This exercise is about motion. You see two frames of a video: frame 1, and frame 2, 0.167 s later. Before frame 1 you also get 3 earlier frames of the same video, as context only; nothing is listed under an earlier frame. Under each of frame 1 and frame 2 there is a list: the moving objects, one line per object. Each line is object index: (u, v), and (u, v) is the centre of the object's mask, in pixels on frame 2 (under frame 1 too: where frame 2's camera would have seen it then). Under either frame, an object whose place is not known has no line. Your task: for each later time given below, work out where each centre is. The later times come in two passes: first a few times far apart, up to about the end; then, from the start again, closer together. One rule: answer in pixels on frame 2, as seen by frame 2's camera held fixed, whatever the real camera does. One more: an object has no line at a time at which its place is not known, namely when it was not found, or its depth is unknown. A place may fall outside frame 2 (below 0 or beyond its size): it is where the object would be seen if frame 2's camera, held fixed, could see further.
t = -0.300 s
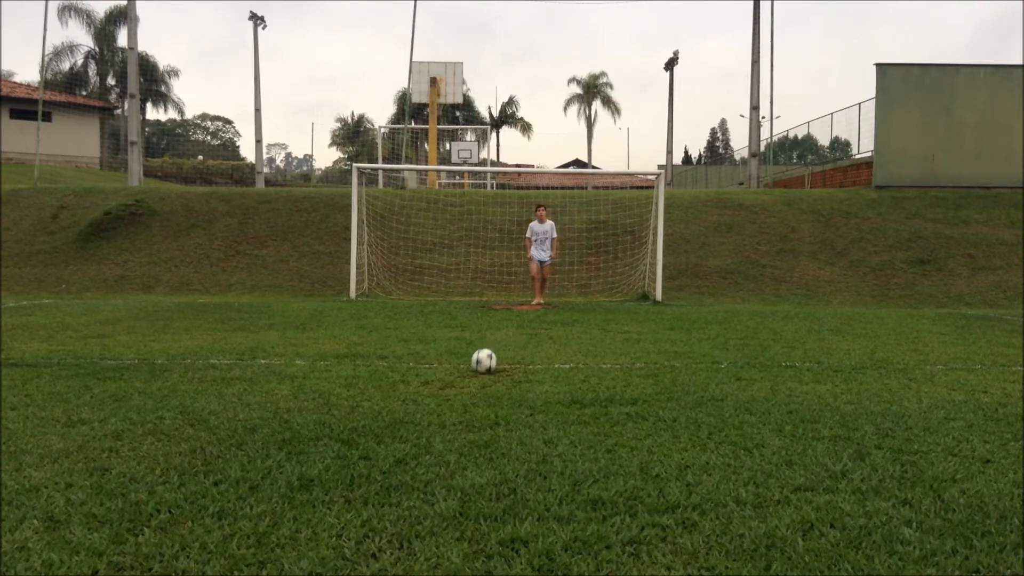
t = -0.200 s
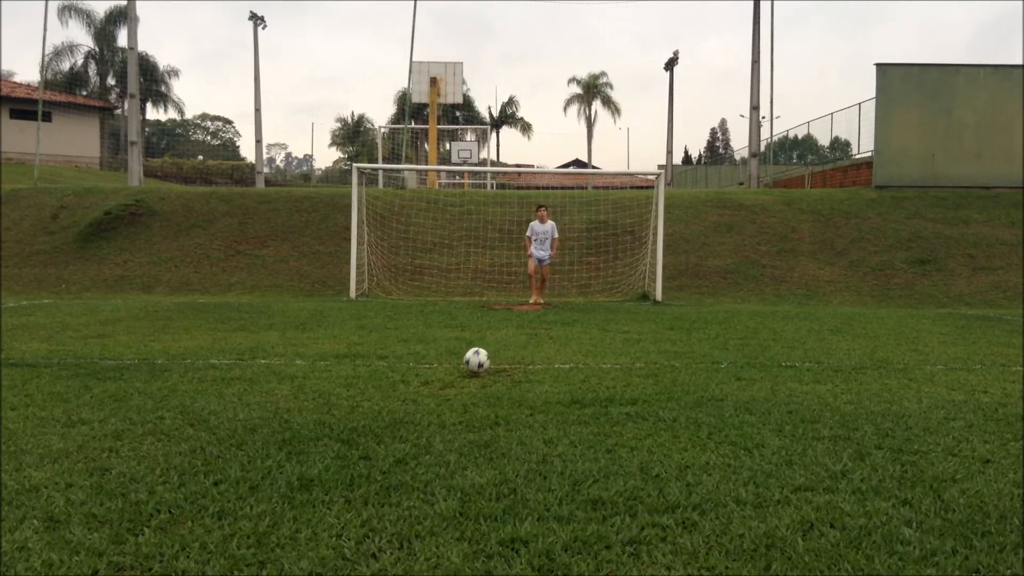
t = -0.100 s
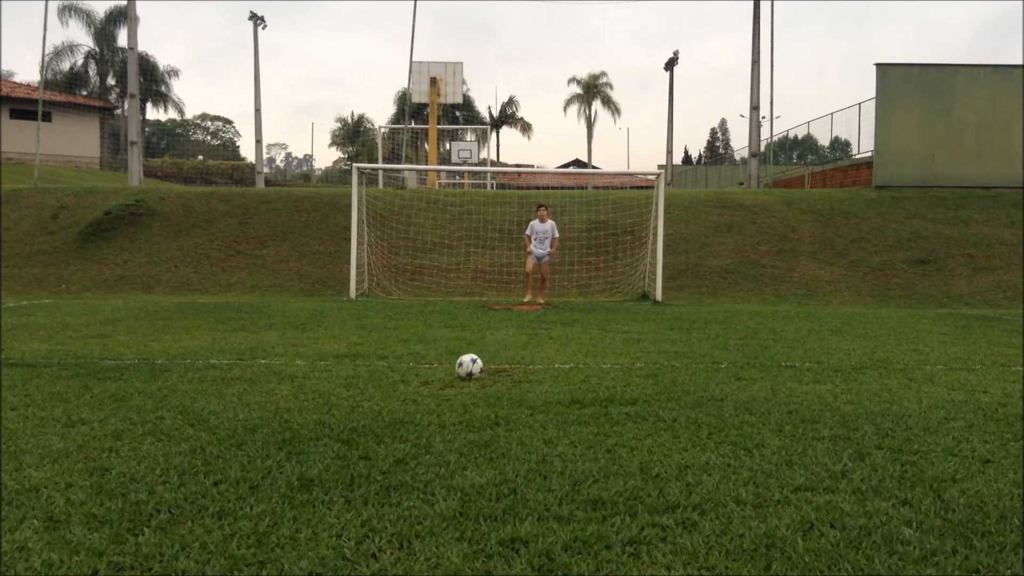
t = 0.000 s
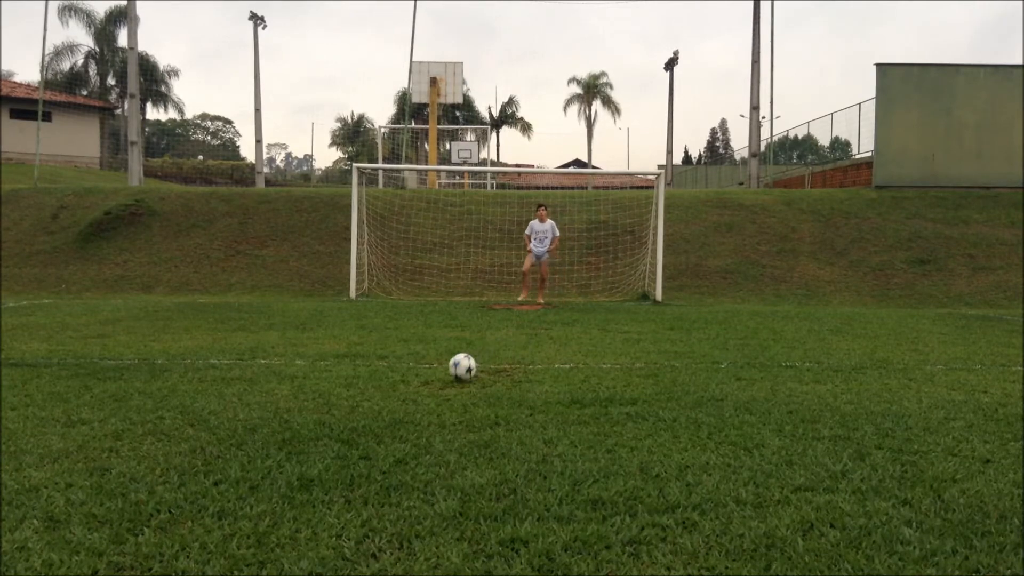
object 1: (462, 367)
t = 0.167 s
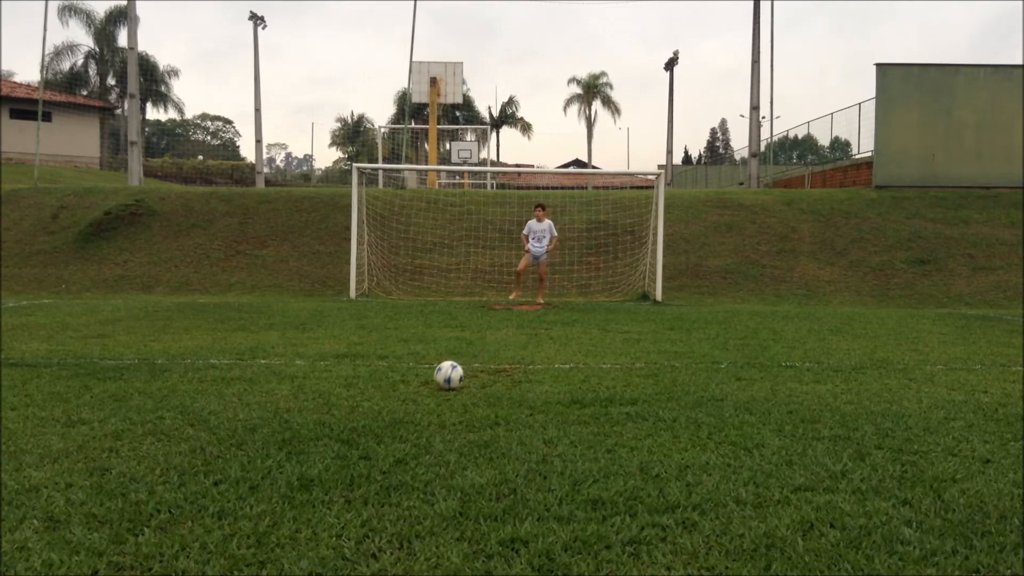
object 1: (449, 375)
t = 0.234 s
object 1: (442, 377)
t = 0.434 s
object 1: (424, 385)
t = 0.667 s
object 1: (403, 394)
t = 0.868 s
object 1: (385, 404)
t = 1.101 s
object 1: (364, 414)
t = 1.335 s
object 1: (346, 421)
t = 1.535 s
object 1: (333, 428)
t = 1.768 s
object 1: (323, 436)
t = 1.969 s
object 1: (314, 440)
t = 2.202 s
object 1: (309, 445)
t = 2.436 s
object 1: (305, 446)
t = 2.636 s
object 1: (301, 447)
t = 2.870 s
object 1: (300, 447)
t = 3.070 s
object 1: (300, 447)
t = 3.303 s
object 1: (300, 447)
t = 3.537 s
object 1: (300, 447)
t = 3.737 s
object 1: (300, 447)
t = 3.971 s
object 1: (300, 447)
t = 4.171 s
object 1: (300, 447)
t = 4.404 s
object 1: (300, 447)
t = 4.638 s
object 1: (300, 447)
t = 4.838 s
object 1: (300, 447)
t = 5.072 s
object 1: (300, 447)
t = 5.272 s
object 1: (300, 447)
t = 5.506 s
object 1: (300, 447)
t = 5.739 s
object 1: (300, 447)
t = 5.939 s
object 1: (300, 447)
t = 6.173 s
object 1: (300, 447)
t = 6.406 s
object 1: (300, 447)
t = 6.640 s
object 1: (300, 447)
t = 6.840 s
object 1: (300, 447)
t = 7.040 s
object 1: (300, 447)
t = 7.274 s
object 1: (300, 447)
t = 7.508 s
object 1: (300, 447)
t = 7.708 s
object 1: (300, 447)
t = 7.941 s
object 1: (300, 447)
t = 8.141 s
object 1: (300, 447)
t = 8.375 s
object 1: (300, 447)
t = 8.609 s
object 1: (300, 447)
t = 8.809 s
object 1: (300, 447)
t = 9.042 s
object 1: (300, 447)
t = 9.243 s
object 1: (300, 447)
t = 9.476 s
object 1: (300, 447)
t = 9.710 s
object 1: (300, 447)
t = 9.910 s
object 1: (300, 447)
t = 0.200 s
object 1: (445, 378)
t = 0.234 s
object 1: (442, 377)
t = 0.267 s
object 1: (439, 377)
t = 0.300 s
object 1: (437, 378)
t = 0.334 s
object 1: (433, 381)
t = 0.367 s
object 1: (430, 384)
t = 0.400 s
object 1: (427, 385)
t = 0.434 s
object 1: (424, 385)
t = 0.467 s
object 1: (421, 387)
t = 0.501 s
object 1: (418, 388)
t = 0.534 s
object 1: (415, 390)
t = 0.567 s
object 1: (411, 391)
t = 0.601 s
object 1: (409, 392)
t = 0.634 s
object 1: (405, 393)
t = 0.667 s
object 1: (403, 394)
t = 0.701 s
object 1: (400, 397)
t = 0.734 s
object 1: (397, 398)
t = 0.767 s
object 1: (394, 400)
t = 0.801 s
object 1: (391, 401)
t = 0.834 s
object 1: (388, 403)
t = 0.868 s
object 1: (385, 404)
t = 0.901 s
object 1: (382, 405)
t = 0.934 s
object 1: (379, 407)
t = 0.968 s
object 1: (375, 409)
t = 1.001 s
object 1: (373, 410)
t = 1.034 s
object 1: (370, 411)
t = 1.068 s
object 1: (367, 412)
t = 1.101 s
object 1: (364, 414)
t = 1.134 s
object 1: (362, 416)
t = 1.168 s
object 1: (359, 417)
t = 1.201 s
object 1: (356, 418)
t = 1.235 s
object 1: (353, 420)
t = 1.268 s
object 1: (350, 420)
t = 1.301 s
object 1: (348, 421)
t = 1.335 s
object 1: (346, 421)
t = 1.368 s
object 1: (343, 423)
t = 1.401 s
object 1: (341, 425)
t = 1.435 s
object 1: (339, 425)
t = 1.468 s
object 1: (337, 425)
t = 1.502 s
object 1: (335, 426)
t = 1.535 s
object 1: (333, 428)
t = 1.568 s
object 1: (332, 429)
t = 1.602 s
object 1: (330, 431)
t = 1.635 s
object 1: (329, 432)
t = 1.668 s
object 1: (328, 433)
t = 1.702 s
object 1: (326, 433)
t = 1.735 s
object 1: (324, 434)
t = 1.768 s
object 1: (323, 436)
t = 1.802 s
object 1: (321, 437)
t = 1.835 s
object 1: (320, 437)
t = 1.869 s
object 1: (319, 437)
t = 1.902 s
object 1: (317, 438)
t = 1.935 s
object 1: (316, 440)
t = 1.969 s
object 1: (314, 440)
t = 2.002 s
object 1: (313, 441)
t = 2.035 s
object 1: (312, 441)
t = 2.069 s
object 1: (312, 443)
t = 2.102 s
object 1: (311, 444)
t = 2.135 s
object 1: (311, 444)
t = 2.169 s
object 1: (310, 444)
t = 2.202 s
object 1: (309, 445)
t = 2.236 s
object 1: (309, 445)
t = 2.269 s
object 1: (308, 445)
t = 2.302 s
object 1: (308, 446)
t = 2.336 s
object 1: (307, 446)
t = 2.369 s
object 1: (306, 446)
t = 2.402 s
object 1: (306, 446)
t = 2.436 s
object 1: (305, 446)
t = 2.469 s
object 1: (304, 446)
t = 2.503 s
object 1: (304, 447)
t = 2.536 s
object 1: (303, 447)
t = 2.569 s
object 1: (302, 447)
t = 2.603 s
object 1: (302, 447)
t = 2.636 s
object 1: (301, 447)
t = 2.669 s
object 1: (301, 447)
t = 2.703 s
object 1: (300, 447)
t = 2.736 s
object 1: (300, 447)
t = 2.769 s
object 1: (300, 447)
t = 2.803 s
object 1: (300, 447)
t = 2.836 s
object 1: (300, 447)
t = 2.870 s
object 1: (300, 447)
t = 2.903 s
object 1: (300, 447)
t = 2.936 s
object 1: (300, 447)
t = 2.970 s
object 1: (300, 447)
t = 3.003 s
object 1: (300, 447)
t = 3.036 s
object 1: (300, 447)
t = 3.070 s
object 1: (300, 447)
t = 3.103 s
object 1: (300, 447)
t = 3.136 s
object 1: (300, 447)
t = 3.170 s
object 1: (300, 447)
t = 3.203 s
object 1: (300, 447)
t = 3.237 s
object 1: (300, 447)
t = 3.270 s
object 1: (300, 447)
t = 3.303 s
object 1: (300, 447)
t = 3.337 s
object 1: (300, 447)
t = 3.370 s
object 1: (300, 447)
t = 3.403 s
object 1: (300, 447)
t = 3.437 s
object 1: (300, 447)
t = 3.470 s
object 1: (300, 447)
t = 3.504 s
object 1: (300, 447)
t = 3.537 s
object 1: (300, 447)
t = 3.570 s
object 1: (300, 447)
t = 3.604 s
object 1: (300, 447)
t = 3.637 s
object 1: (300, 447)
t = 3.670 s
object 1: (300, 447)
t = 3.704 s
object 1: (300, 447)
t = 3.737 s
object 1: (300, 447)
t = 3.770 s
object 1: (300, 447)
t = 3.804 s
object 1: (300, 447)
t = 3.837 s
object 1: (300, 447)
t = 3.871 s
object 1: (300, 447)
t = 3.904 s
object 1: (300, 447)
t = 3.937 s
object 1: (300, 447)
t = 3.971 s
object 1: (300, 447)
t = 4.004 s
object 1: (300, 447)
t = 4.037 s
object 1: (300, 447)
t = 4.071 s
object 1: (300, 447)
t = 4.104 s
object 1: (300, 447)
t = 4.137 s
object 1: (300, 447)
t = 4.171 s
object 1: (300, 447)
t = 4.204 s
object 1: (300, 447)
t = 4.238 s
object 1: (300, 447)
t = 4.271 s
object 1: (300, 447)
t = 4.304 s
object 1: (300, 447)
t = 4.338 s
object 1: (300, 447)
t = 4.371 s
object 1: (300, 447)
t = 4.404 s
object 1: (300, 447)
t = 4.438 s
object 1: (300, 447)
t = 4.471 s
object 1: (300, 447)
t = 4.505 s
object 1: (300, 447)
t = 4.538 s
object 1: (300, 447)
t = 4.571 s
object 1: (300, 447)
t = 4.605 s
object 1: (300, 447)
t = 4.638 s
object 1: (300, 447)
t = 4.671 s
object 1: (300, 447)
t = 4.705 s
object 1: (300, 447)
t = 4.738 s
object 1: (300, 447)
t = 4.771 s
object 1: (300, 447)
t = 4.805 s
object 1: (300, 447)
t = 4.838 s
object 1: (300, 447)
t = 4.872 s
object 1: (300, 447)
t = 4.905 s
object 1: (300, 447)
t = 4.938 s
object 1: (300, 447)
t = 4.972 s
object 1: (300, 447)
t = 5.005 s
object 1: (300, 447)
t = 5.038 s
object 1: (300, 447)
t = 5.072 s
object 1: (300, 447)
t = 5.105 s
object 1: (300, 447)
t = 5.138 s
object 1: (300, 447)
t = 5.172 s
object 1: (300, 447)
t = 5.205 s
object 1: (300, 447)
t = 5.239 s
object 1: (300, 447)
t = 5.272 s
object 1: (300, 447)
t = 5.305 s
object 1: (300, 447)
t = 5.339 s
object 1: (300, 447)
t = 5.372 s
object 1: (300, 447)
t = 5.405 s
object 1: (300, 447)
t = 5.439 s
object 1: (300, 447)
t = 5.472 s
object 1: (300, 447)
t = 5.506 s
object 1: (300, 447)
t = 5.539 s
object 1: (300, 447)
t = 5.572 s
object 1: (300, 447)
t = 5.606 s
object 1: (300, 447)
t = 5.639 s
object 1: (300, 447)
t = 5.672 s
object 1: (300, 447)
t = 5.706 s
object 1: (300, 447)
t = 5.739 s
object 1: (300, 447)
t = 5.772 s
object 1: (300, 447)
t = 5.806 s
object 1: (300, 447)
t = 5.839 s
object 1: (300, 447)
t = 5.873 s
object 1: (300, 447)
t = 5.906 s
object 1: (300, 447)
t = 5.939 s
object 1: (300, 447)
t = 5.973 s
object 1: (300, 447)
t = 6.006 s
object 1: (300, 447)
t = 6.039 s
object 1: (300, 447)
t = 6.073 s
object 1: (300, 447)
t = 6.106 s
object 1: (300, 447)
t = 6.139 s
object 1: (300, 447)
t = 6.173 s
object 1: (300, 447)
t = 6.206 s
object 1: (300, 447)
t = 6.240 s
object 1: (300, 447)
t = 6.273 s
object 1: (300, 447)
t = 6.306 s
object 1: (300, 447)
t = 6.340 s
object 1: (300, 447)
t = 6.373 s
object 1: (300, 447)
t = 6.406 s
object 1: (300, 447)
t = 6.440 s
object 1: (300, 447)
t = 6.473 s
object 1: (300, 447)
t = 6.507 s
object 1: (300, 447)
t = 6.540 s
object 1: (300, 447)
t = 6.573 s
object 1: (300, 447)
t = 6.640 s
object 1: (300, 447)
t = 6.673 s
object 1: (300, 447)
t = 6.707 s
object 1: (300, 447)
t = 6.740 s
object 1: (300, 447)
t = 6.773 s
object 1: (300, 447)
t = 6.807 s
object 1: (300, 447)
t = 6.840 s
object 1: (300, 447)
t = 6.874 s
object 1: (300, 447)
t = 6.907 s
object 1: (300, 447)
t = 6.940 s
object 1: (300, 447)
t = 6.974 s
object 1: (300, 447)
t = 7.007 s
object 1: (300, 447)
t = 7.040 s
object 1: (300, 447)
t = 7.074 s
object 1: (300, 447)
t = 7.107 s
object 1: (300, 447)
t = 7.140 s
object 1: (300, 447)
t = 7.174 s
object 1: (300, 447)
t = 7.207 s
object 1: (300, 447)
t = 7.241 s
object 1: (300, 447)
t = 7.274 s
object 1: (300, 447)
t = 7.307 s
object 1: (300, 447)
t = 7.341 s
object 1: (300, 447)
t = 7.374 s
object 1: (300, 447)
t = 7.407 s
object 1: (300, 447)
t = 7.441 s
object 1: (300, 447)
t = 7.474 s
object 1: (300, 447)
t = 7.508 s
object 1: (300, 447)
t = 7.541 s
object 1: (300, 447)
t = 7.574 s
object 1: (300, 447)
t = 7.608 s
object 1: (300, 447)
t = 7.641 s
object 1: (300, 447)
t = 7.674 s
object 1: (300, 447)
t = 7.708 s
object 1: (300, 447)
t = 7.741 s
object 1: (300, 447)
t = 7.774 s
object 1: (300, 447)
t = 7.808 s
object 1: (300, 447)
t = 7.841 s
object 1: (300, 447)
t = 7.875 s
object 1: (300, 447)
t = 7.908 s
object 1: (300, 447)
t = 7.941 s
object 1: (300, 447)
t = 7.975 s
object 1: (300, 447)
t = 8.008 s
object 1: (300, 447)
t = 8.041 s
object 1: (300, 447)
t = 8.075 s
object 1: (300, 447)
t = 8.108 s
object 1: (300, 447)
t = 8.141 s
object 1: (300, 447)
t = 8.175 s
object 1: (300, 447)
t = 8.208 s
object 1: (300, 447)
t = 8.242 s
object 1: (300, 447)
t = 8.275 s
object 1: (300, 447)
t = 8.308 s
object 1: (300, 447)
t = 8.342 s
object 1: (300, 447)
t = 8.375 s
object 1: (300, 447)
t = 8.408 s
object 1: (300, 447)
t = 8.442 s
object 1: (300, 447)
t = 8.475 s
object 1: (300, 447)
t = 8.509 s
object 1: (300, 447)
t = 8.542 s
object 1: (300, 447)
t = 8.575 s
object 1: (300, 447)
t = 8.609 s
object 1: (300, 447)
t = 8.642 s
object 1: (300, 447)
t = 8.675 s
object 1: (300, 447)
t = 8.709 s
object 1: (300, 447)
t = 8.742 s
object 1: (300, 447)
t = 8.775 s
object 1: (300, 447)
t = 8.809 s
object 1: (300, 447)
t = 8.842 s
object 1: (300, 447)
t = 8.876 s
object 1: (300, 447)
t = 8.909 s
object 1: (300, 447)
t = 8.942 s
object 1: (300, 447)
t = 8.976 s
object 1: (300, 447)
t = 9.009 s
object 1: (300, 447)
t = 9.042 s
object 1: (300, 447)
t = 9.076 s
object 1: (300, 447)
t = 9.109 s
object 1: (300, 447)
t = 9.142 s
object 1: (300, 447)
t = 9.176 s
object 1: (300, 447)
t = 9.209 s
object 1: (300, 447)
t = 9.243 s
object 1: (300, 447)
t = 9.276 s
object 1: (300, 447)
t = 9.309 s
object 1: (300, 447)
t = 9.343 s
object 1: (300, 447)
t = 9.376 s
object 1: (300, 447)
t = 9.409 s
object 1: (300, 447)
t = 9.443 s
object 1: (300, 447)
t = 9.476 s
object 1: (300, 447)
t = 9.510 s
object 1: (300, 447)
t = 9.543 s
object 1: (300, 447)
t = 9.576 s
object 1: (300, 447)
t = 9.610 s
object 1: (300, 447)
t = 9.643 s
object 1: (300, 447)
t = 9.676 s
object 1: (300, 447)
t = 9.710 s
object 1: (300, 447)
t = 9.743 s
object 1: (300, 447)
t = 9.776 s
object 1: (300, 447)
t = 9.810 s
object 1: (300, 447)
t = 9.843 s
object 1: (300, 447)
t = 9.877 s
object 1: (300, 447)
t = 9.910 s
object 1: (300, 447)
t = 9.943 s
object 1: (300, 447)
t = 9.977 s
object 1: (300, 447)
